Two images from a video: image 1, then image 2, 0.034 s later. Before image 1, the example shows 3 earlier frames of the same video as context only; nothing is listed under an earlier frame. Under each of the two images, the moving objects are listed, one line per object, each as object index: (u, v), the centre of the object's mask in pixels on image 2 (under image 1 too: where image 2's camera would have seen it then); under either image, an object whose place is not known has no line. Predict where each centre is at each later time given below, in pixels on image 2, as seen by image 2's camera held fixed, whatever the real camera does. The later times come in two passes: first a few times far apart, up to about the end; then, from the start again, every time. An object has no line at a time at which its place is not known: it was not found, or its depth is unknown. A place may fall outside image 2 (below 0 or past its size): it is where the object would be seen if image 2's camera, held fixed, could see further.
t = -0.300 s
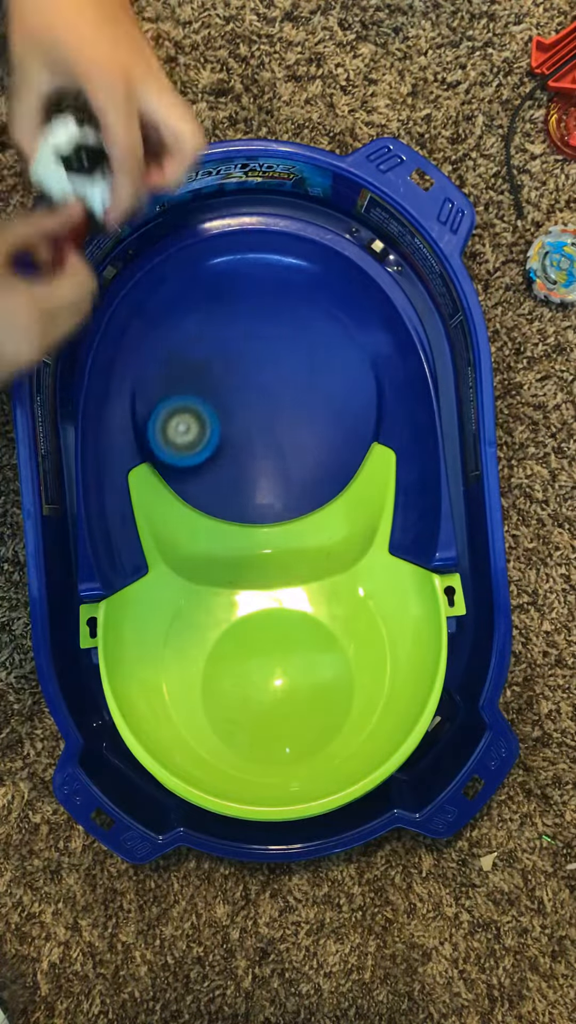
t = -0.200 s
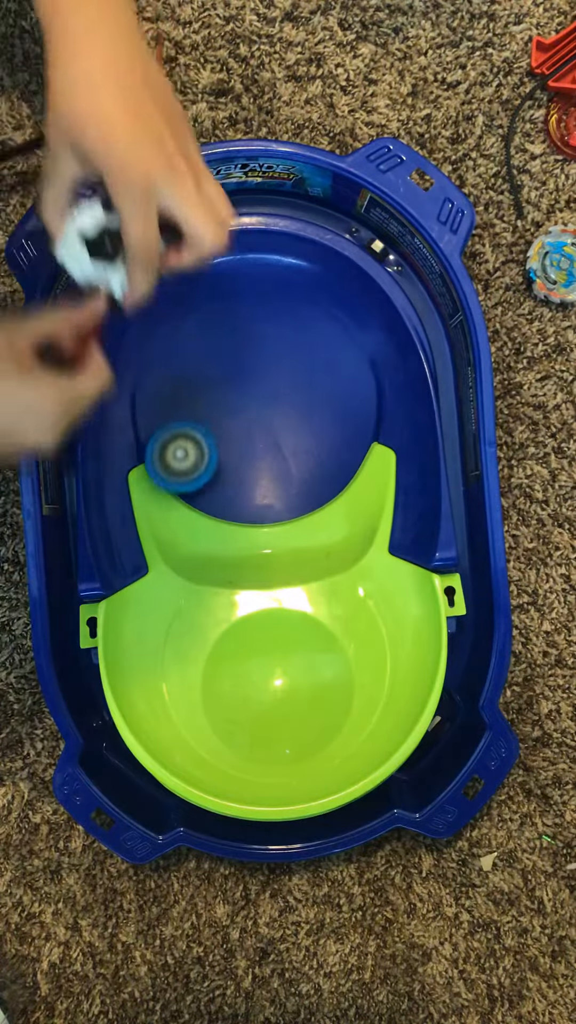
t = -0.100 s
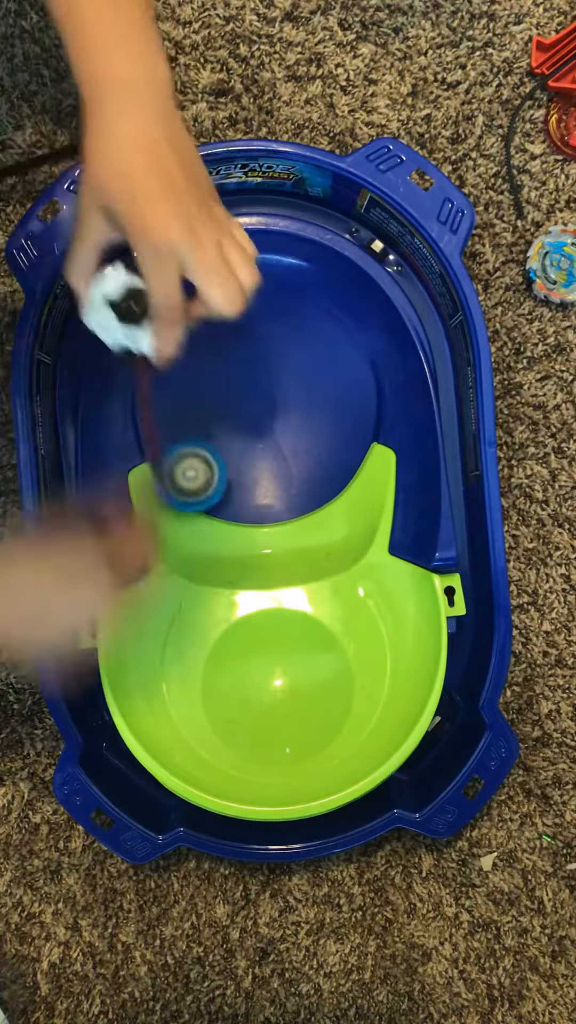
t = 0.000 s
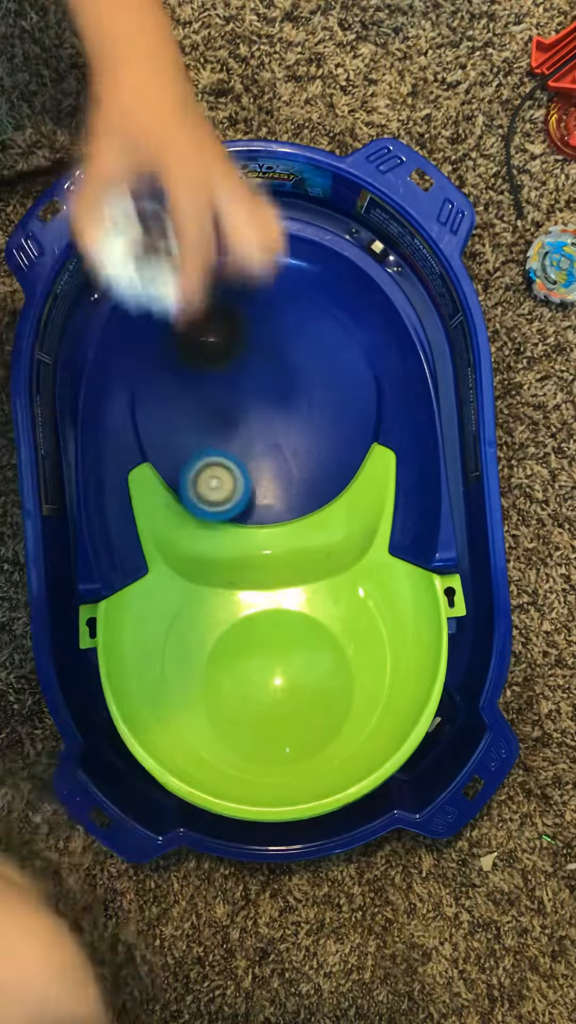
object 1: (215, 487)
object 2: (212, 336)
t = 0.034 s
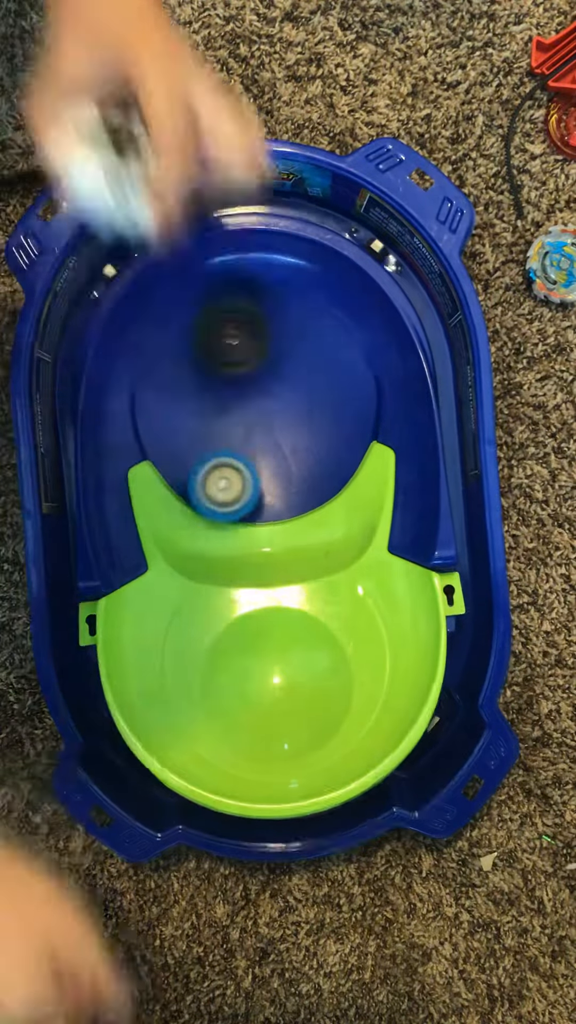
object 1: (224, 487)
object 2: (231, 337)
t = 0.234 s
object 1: (263, 452)
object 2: (299, 382)
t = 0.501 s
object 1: (183, 453)
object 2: (317, 296)
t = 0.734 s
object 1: (246, 379)
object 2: (129, 373)
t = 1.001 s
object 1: (232, 322)
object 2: (275, 541)
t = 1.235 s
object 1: (191, 348)
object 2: (343, 318)
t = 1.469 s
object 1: (226, 393)
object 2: (66, 375)
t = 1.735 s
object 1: (267, 384)
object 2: (270, 525)
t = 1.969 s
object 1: (275, 366)
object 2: (317, 277)
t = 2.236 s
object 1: (260, 375)
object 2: (175, 594)
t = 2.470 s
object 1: (253, 402)
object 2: (409, 689)
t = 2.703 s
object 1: (240, 389)
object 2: (345, 426)
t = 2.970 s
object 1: (60, 282)
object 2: (277, 329)
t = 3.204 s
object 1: (143, 357)
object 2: (211, 458)
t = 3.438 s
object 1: (222, 391)
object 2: (271, 494)
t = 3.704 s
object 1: (263, 407)
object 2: (250, 488)
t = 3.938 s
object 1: (275, 415)
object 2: (232, 489)
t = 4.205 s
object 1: (316, 358)
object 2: (205, 486)
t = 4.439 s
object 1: (291, 342)
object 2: (227, 462)
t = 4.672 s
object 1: (331, 308)
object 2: (192, 388)
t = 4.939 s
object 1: (275, 342)
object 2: (161, 377)
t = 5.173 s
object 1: (292, 411)
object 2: (183, 384)
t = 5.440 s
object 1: (278, 443)
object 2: (234, 365)
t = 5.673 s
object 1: (239, 455)
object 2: (259, 337)
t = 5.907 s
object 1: (204, 447)
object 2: (258, 360)
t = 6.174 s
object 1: (194, 407)
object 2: (275, 411)
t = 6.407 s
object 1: (210, 368)
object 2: (281, 419)
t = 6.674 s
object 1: (241, 337)
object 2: (244, 426)
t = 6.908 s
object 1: (274, 345)
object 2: (235, 445)
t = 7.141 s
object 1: (308, 368)
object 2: (231, 424)
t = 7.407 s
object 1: (306, 399)
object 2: (191, 421)
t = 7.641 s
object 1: (289, 480)
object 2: (190, 361)
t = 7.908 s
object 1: (226, 523)
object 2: (213, 316)
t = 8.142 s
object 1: (179, 473)
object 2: (289, 373)
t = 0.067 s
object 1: (233, 485)
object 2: (251, 343)
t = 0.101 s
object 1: (243, 482)
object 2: (268, 352)
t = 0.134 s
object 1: (251, 476)
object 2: (281, 359)
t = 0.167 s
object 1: (258, 471)
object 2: (291, 368)
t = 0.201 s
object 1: (262, 463)
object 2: (297, 375)
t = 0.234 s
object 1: (263, 452)
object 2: (299, 382)
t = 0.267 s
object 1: (246, 457)
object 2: (312, 377)
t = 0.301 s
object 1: (218, 469)
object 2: (329, 363)
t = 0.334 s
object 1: (196, 475)
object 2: (340, 347)
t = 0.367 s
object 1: (180, 479)
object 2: (347, 333)
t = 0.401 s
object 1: (173, 476)
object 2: (348, 319)
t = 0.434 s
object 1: (172, 470)
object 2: (343, 308)
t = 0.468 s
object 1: (177, 462)
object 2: (332, 301)
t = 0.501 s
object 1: (183, 453)
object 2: (317, 296)
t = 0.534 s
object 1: (192, 443)
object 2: (296, 295)
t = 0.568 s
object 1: (202, 432)
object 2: (272, 298)
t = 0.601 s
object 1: (213, 421)
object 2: (244, 302)
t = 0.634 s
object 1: (223, 411)
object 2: (213, 311)
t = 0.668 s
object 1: (232, 400)
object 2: (182, 324)
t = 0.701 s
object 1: (240, 390)
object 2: (153, 345)
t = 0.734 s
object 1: (246, 379)
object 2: (129, 373)
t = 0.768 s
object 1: (251, 370)
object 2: (118, 401)
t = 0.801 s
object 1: (254, 361)
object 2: (119, 433)
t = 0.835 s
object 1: (255, 352)
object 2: (126, 464)
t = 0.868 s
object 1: (254, 344)
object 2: (145, 490)
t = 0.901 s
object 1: (251, 337)
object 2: (171, 514)
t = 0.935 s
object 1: (246, 330)
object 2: (202, 535)
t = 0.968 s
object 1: (239, 326)
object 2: (237, 545)
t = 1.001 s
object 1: (232, 322)
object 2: (275, 541)
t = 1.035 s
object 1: (224, 320)
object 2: (313, 527)
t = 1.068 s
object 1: (216, 321)
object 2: (345, 504)
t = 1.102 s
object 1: (208, 323)
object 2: (363, 469)
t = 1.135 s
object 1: (201, 327)
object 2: (381, 437)
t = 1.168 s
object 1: (196, 333)
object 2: (385, 401)
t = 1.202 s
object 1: (192, 341)
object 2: (370, 361)
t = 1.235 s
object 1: (191, 348)
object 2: (343, 318)
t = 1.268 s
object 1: (193, 356)
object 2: (304, 285)
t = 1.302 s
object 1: (196, 364)
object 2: (250, 263)
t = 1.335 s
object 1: (200, 371)
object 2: (194, 262)
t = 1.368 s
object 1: (205, 378)
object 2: (138, 268)
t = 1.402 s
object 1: (211, 384)
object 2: (94, 299)
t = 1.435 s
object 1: (218, 389)
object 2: (72, 332)
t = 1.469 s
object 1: (226, 393)
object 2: (66, 375)
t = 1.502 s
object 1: (233, 394)
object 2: (68, 414)
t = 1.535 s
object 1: (241, 395)
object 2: (77, 446)
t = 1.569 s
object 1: (247, 395)
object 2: (92, 478)
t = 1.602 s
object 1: (252, 393)
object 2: (121, 505)
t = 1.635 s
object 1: (257, 392)
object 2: (157, 523)
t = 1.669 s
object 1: (260, 390)
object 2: (193, 538)
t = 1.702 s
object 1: (264, 388)
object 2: (230, 543)
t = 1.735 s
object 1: (267, 384)
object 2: (270, 525)
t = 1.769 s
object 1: (270, 380)
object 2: (305, 500)
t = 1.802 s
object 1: (273, 376)
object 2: (333, 472)
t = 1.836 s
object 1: (275, 373)
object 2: (359, 437)
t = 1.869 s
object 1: (276, 370)
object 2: (374, 400)
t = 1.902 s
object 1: (276, 368)
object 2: (372, 347)
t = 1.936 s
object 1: (276, 367)
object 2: (352, 305)
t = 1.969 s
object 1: (275, 366)
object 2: (317, 277)
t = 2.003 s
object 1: (274, 366)
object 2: (264, 263)
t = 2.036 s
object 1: (272, 365)
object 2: (202, 273)
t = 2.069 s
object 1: (269, 365)
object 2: (151, 312)
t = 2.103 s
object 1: (267, 365)
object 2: (116, 365)
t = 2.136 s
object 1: (265, 367)
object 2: (106, 427)
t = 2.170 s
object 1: (264, 369)
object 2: (112, 494)
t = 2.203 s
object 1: (262, 372)
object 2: (140, 544)
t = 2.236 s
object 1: (260, 375)
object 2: (175, 594)
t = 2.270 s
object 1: (258, 379)
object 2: (206, 641)
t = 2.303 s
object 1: (256, 384)
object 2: (235, 681)
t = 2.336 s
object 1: (254, 389)
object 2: (272, 714)
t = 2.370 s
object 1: (253, 393)
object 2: (309, 721)
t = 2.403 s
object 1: (252, 397)
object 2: (343, 718)
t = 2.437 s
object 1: (253, 400)
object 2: (376, 708)
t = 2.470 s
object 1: (253, 402)
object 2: (409, 689)
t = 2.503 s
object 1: (255, 403)
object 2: (424, 659)
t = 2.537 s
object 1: (257, 406)
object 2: (428, 627)
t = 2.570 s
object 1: (259, 408)
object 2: (417, 581)
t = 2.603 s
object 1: (262, 409)
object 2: (398, 538)
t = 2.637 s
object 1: (264, 410)
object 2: (381, 498)
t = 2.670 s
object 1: (267, 410)
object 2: (355, 452)
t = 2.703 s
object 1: (240, 389)
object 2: (345, 426)
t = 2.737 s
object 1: (180, 338)
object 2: (351, 408)
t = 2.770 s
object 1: (134, 302)
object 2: (354, 390)
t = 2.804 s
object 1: (111, 287)
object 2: (351, 371)
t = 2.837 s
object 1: (91, 278)
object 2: (344, 356)
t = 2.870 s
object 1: (73, 271)
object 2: (332, 342)
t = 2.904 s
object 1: (58, 268)
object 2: (316, 332)
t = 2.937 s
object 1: (55, 272)
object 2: (297, 327)
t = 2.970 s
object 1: (60, 282)
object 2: (277, 329)
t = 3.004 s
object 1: (74, 298)
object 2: (258, 336)
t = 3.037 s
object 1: (86, 312)
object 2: (239, 347)
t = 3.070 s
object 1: (95, 323)
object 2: (222, 363)
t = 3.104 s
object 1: (109, 340)
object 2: (209, 378)
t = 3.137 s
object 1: (128, 358)
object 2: (200, 399)
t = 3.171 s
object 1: (138, 360)
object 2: (203, 425)
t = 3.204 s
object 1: (143, 357)
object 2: (211, 458)
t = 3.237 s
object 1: (153, 357)
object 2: (221, 480)
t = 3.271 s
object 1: (163, 361)
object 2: (226, 501)
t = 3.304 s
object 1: (176, 366)
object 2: (236, 507)
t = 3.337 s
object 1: (189, 372)
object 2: (248, 505)
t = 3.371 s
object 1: (201, 379)
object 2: (259, 501)
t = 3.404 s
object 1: (212, 385)
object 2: (265, 498)
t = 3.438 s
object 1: (222, 391)
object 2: (271, 494)
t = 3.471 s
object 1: (231, 396)
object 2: (274, 492)
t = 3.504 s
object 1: (239, 400)
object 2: (273, 489)
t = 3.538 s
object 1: (244, 403)
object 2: (272, 488)
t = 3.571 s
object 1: (249, 405)
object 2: (268, 487)
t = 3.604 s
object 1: (253, 406)
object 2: (263, 486)
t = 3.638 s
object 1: (257, 408)
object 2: (259, 485)
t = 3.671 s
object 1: (260, 408)
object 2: (255, 486)
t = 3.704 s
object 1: (263, 407)
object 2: (250, 488)
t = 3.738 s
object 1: (264, 408)
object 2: (246, 489)
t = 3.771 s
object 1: (266, 409)
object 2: (243, 489)
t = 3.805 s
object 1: (268, 410)
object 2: (240, 490)
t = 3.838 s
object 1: (270, 411)
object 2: (236, 490)
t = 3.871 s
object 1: (272, 413)
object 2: (234, 490)
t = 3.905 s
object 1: (273, 414)
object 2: (233, 490)
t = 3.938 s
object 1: (275, 415)
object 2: (232, 489)
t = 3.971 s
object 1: (276, 415)
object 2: (233, 485)
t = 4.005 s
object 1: (277, 416)
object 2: (232, 482)
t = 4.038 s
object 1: (279, 414)
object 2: (233, 480)
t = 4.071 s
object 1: (279, 412)
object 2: (231, 477)
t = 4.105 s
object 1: (294, 398)
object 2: (223, 479)
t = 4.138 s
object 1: (305, 383)
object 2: (214, 481)
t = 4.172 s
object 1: (313, 369)
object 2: (208, 483)
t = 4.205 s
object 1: (316, 358)
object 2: (205, 486)
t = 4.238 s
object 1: (317, 350)
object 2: (204, 487)
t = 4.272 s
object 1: (315, 345)
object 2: (206, 488)
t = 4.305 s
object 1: (311, 341)
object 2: (209, 488)
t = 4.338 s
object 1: (307, 340)
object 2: (212, 486)
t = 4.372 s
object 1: (302, 340)
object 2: (217, 481)
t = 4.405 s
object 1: (297, 340)
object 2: (222, 475)
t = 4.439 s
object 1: (291, 342)
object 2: (227, 462)
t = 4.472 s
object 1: (286, 344)
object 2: (230, 449)
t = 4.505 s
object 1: (281, 348)
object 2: (232, 435)
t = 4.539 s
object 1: (277, 352)
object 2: (232, 419)
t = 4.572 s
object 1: (293, 339)
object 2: (221, 413)
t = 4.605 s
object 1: (310, 325)
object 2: (210, 403)
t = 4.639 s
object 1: (323, 315)
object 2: (200, 395)
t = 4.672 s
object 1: (331, 308)
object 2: (192, 388)
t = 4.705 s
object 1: (333, 303)
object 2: (184, 380)
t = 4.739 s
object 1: (331, 301)
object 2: (175, 376)
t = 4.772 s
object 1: (325, 302)
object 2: (168, 372)
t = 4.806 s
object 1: (317, 306)
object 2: (163, 369)
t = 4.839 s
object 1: (307, 312)
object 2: (159, 369)
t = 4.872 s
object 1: (297, 321)
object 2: (157, 371)
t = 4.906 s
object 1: (286, 330)
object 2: (157, 374)
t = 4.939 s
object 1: (275, 342)
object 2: (161, 377)
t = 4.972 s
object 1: (266, 353)
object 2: (167, 381)
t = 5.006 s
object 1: (258, 364)
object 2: (177, 381)
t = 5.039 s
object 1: (260, 375)
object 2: (180, 381)
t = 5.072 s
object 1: (271, 385)
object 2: (178, 382)
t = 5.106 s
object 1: (281, 395)
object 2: (179, 382)
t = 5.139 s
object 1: (288, 404)
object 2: (180, 383)
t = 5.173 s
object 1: (292, 411)
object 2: (183, 384)
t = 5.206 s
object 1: (293, 416)
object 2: (185, 382)
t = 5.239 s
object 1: (293, 421)
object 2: (190, 382)
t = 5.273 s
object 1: (292, 425)
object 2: (197, 380)
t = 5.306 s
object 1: (291, 430)
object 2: (204, 378)
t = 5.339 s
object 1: (289, 434)
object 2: (210, 377)
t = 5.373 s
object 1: (286, 437)
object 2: (218, 373)
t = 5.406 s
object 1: (283, 441)
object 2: (227, 369)
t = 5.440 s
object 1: (278, 443)
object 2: (234, 365)
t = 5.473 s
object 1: (274, 446)
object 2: (239, 360)
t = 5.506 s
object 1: (269, 448)
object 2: (245, 355)
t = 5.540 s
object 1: (263, 450)
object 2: (249, 351)
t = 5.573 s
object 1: (257, 452)
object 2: (253, 347)
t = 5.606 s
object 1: (251, 453)
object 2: (255, 343)
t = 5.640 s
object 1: (244, 454)
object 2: (257, 339)
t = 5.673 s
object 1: (239, 455)
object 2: (259, 337)
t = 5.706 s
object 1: (233, 455)
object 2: (260, 336)
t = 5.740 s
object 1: (227, 456)
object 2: (259, 336)
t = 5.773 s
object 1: (222, 455)
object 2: (259, 339)
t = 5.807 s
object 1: (217, 454)
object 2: (259, 342)
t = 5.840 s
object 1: (212, 453)
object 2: (258, 347)
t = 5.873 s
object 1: (208, 450)
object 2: (258, 354)
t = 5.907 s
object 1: (204, 447)
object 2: (258, 360)
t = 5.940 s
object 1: (201, 444)
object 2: (259, 368)
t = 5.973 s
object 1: (198, 440)
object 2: (260, 375)
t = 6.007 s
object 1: (196, 435)
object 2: (263, 382)
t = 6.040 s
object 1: (195, 430)
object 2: (265, 391)
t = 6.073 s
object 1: (194, 425)
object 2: (268, 396)
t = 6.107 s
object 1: (194, 419)
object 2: (269, 403)
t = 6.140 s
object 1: (193, 413)
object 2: (273, 407)
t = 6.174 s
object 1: (194, 407)
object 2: (275, 411)
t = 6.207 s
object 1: (195, 401)
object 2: (279, 415)
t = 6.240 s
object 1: (197, 395)
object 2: (281, 417)
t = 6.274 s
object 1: (199, 389)
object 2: (282, 419)
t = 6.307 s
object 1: (201, 384)
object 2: (285, 420)
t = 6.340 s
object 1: (204, 378)
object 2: (284, 421)
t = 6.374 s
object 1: (207, 373)
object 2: (284, 420)
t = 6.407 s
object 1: (210, 368)
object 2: (281, 419)
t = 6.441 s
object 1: (214, 363)
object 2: (277, 417)
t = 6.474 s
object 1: (217, 358)
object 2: (273, 415)
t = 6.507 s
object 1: (219, 350)
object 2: (267, 416)
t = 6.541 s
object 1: (223, 346)
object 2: (263, 419)
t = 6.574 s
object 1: (226, 342)
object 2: (258, 419)
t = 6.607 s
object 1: (231, 340)
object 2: (253, 420)
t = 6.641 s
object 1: (236, 338)
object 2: (249, 422)
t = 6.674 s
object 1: (241, 337)
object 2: (244, 426)
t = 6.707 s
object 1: (246, 336)
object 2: (241, 430)
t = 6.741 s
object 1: (251, 336)
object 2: (237, 433)
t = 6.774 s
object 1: (256, 337)
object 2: (236, 438)
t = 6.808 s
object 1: (260, 338)
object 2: (233, 441)
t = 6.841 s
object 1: (265, 340)
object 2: (234, 444)
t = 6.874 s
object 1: (270, 342)
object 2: (234, 444)
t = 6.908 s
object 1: (274, 345)
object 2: (235, 445)
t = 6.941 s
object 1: (279, 348)
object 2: (237, 443)
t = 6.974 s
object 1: (283, 351)
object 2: (238, 442)
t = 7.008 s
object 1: (285, 355)
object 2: (241, 438)
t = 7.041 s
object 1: (288, 360)
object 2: (243, 435)
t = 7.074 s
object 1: (291, 365)
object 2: (246, 431)
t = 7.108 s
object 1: (297, 368)
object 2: (240, 424)
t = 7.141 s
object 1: (308, 368)
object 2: (231, 424)
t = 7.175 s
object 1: (316, 369)
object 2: (223, 422)
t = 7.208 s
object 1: (319, 371)
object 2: (216, 422)
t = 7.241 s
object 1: (320, 375)
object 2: (209, 421)
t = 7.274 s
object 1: (318, 379)
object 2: (203, 423)
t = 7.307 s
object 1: (316, 384)
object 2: (199, 421)
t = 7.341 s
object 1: (313, 389)
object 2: (194, 423)
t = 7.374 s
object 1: (310, 394)
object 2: (192, 420)
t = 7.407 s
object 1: (306, 399)
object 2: (191, 421)
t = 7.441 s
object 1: (302, 404)
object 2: (190, 419)
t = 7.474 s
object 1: (297, 408)
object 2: (191, 418)
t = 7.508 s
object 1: (291, 413)
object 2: (195, 414)
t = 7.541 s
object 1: (284, 418)
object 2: (197, 412)
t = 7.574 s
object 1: (276, 423)
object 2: (202, 407)
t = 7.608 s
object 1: (282, 450)
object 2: (195, 386)
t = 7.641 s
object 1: (289, 480)
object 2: (190, 361)
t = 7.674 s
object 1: (291, 498)
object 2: (184, 341)
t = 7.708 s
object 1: (288, 510)
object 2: (183, 327)
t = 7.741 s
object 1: (280, 519)
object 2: (187, 317)
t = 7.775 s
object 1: (269, 529)
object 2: (188, 311)
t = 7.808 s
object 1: (258, 534)
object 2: (190, 308)
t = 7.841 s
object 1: (246, 534)
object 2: (198, 309)
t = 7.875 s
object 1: (237, 529)
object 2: (205, 311)
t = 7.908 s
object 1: (226, 523)
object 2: (213, 316)
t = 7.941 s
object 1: (216, 519)
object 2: (222, 322)
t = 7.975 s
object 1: (206, 512)
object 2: (231, 329)
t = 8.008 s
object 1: (197, 507)
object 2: (241, 337)
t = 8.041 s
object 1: (191, 500)
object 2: (253, 345)
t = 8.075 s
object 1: (184, 492)
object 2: (265, 355)
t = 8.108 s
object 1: (181, 484)
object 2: (276, 364)
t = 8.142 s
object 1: (179, 473)
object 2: (289, 373)
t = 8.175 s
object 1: (181, 464)
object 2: (300, 381)
